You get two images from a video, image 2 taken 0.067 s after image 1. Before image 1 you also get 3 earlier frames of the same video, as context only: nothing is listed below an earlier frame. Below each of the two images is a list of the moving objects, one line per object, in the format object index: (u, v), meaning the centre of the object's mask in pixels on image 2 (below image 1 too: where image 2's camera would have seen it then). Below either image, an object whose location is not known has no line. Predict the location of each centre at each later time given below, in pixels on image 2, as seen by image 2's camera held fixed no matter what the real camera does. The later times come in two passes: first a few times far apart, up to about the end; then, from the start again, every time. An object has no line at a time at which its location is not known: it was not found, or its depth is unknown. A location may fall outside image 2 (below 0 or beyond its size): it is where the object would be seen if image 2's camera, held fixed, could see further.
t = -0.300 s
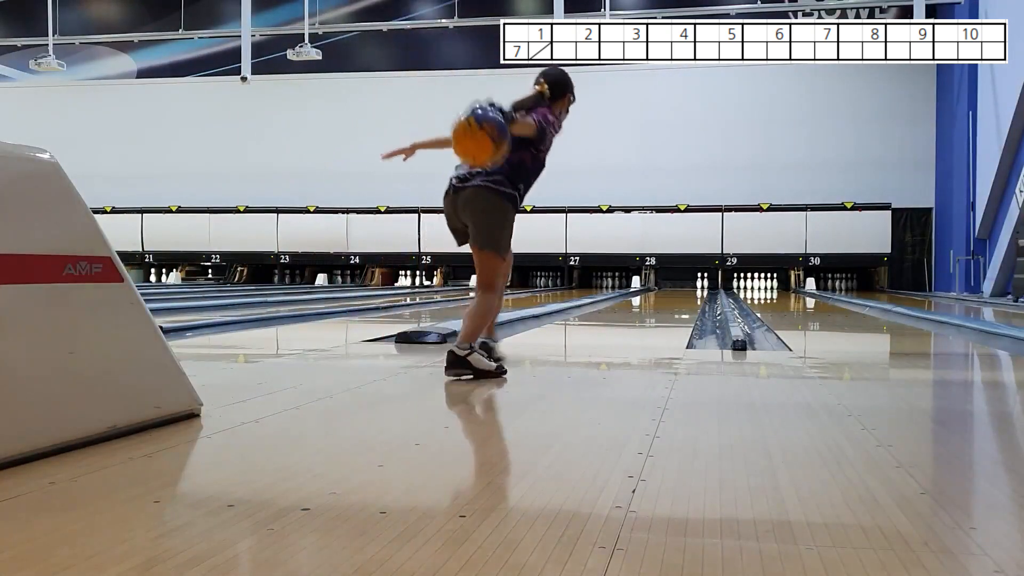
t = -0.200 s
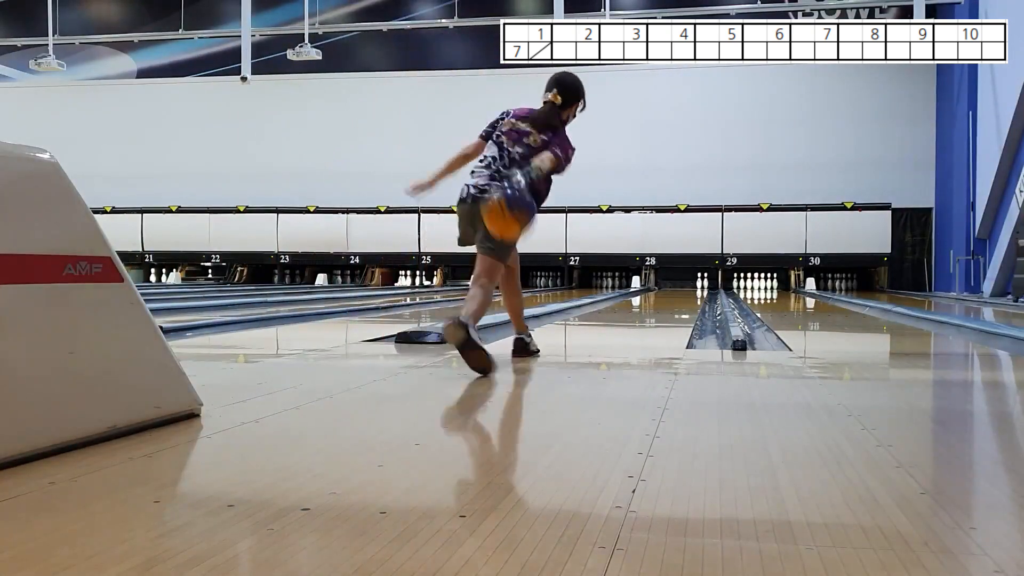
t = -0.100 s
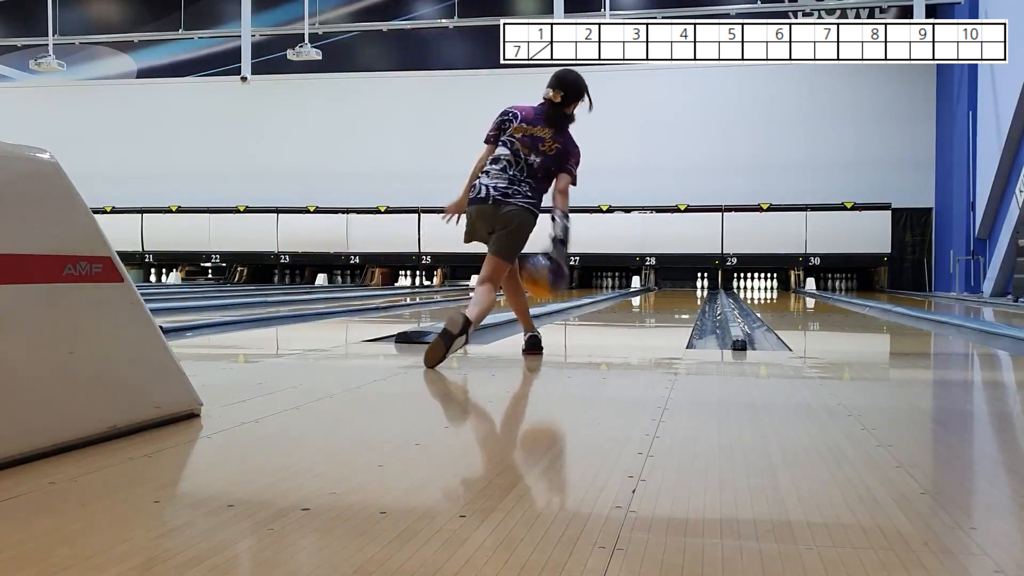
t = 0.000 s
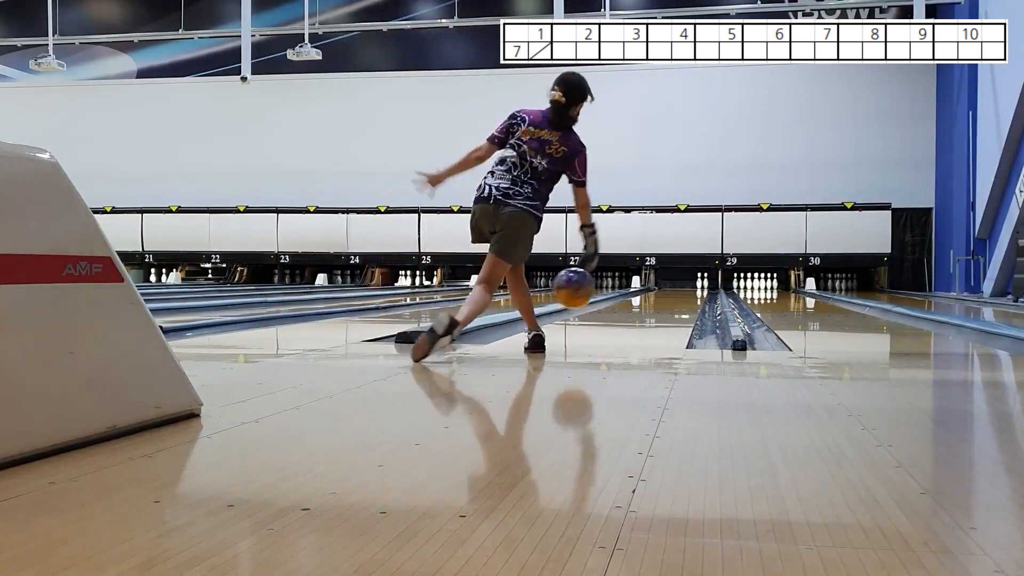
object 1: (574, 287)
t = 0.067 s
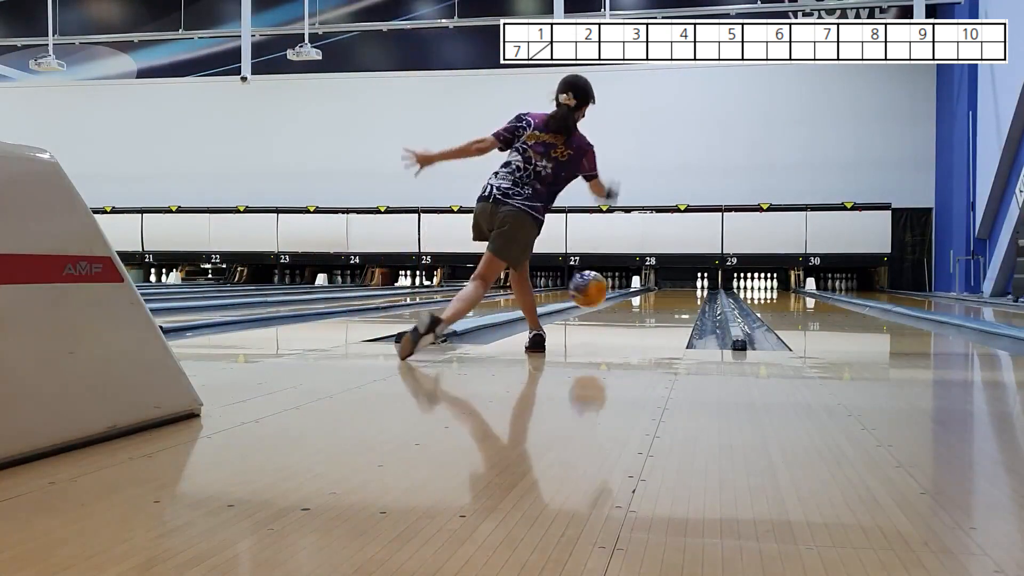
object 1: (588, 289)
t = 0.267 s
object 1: (621, 312)
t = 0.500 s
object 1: (645, 304)
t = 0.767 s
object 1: (663, 300)
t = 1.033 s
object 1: (676, 296)
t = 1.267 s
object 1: (684, 293)
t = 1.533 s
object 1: (691, 290)
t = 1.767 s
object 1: (696, 289)
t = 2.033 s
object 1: (701, 287)
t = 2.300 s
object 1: (704, 286)
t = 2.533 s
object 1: (705, 286)
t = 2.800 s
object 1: (707, 284)
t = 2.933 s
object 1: (707, 284)
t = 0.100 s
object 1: (595, 292)
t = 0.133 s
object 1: (600, 296)
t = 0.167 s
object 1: (605, 303)
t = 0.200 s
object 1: (611, 310)
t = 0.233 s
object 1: (616, 313)
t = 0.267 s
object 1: (621, 312)
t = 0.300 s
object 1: (625, 311)
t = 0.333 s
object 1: (628, 310)
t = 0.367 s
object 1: (632, 308)
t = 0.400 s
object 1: (636, 307)
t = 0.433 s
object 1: (639, 306)
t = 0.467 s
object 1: (642, 305)
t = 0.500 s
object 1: (645, 304)
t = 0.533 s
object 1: (647, 304)
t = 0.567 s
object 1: (650, 303)
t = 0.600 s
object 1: (652, 302)
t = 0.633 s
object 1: (655, 302)
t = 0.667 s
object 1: (657, 301)
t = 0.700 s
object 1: (659, 301)
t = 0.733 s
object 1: (661, 300)
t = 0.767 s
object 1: (663, 300)
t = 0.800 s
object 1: (665, 299)
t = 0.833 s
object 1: (667, 298)
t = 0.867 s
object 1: (668, 298)
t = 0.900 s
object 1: (670, 298)
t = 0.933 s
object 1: (672, 297)
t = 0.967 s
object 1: (673, 297)
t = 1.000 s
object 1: (674, 296)
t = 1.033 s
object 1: (676, 296)
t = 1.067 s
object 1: (677, 296)
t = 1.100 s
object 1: (679, 295)
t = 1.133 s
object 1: (680, 295)
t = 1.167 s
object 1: (681, 294)
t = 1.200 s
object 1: (682, 294)
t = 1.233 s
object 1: (683, 293)
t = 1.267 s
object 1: (684, 293)
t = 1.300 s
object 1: (685, 293)
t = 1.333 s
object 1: (686, 292)
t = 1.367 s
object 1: (687, 292)
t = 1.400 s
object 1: (688, 292)
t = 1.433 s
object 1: (689, 292)
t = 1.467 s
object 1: (690, 291)
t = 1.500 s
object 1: (690, 291)
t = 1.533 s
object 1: (691, 290)
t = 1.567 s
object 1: (692, 290)
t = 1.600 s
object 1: (693, 290)
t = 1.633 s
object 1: (693, 290)
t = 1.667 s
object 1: (694, 289)
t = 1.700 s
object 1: (695, 289)
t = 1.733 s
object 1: (695, 289)
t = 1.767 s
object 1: (696, 289)
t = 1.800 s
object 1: (696, 289)
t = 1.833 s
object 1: (697, 288)
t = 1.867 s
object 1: (698, 288)
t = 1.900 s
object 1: (699, 288)
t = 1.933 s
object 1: (699, 288)
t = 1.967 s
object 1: (699, 288)
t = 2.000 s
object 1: (700, 287)
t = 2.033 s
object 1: (701, 287)
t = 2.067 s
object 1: (701, 287)
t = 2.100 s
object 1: (701, 287)
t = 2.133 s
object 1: (702, 287)
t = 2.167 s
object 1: (702, 287)
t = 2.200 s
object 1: (703, 286)
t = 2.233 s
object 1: (703, 286)
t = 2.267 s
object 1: (703, 286)
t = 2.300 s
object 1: (704, 286)
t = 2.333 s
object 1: (704, 286)
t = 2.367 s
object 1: (704, 286)
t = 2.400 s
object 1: (704, 286)
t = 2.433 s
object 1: (705, 286)
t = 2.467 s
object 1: (705, 286)
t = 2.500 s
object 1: (706, 285)
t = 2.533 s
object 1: (705, 286)
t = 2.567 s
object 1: (706, 285)
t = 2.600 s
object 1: (706, 285)
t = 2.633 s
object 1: (706, 285)
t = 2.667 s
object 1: (706, 285)
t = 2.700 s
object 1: (707, 285)
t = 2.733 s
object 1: (707, 285)
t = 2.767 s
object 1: (707, 284)
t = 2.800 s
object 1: (707, 284)
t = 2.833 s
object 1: (706, 284)
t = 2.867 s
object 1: (707, 284)
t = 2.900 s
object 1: (707, 284)
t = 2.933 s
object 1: (707, 284)
